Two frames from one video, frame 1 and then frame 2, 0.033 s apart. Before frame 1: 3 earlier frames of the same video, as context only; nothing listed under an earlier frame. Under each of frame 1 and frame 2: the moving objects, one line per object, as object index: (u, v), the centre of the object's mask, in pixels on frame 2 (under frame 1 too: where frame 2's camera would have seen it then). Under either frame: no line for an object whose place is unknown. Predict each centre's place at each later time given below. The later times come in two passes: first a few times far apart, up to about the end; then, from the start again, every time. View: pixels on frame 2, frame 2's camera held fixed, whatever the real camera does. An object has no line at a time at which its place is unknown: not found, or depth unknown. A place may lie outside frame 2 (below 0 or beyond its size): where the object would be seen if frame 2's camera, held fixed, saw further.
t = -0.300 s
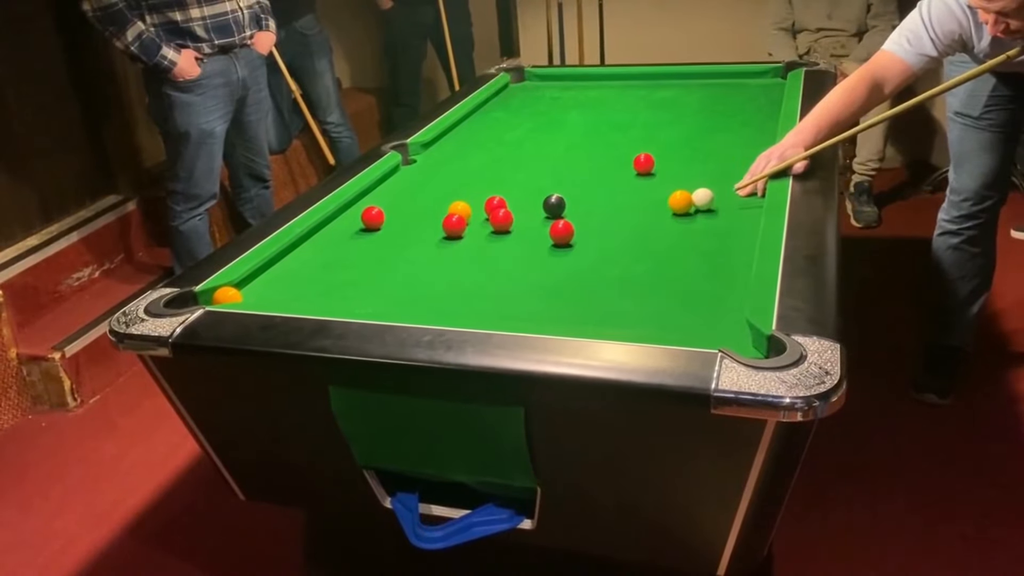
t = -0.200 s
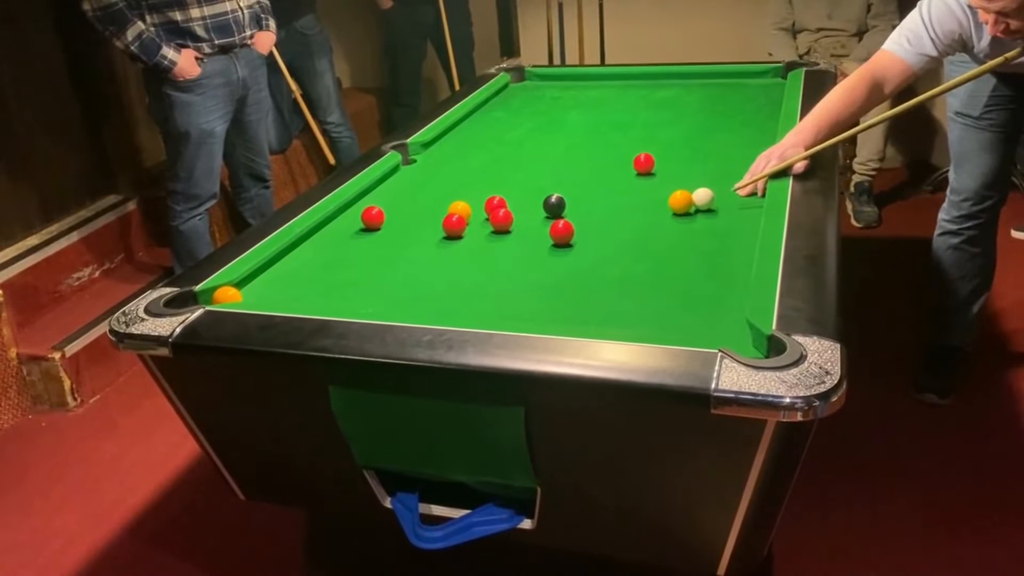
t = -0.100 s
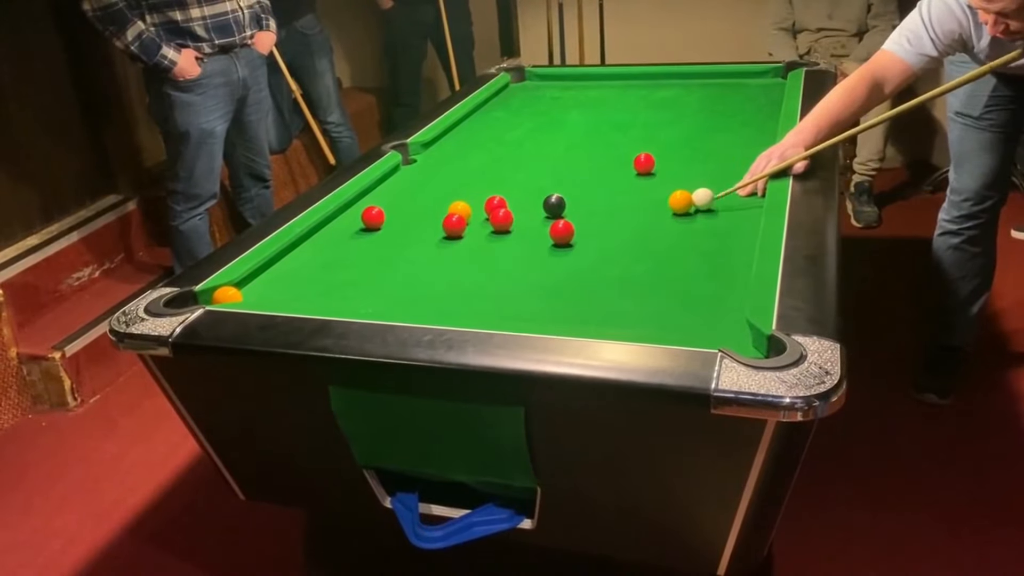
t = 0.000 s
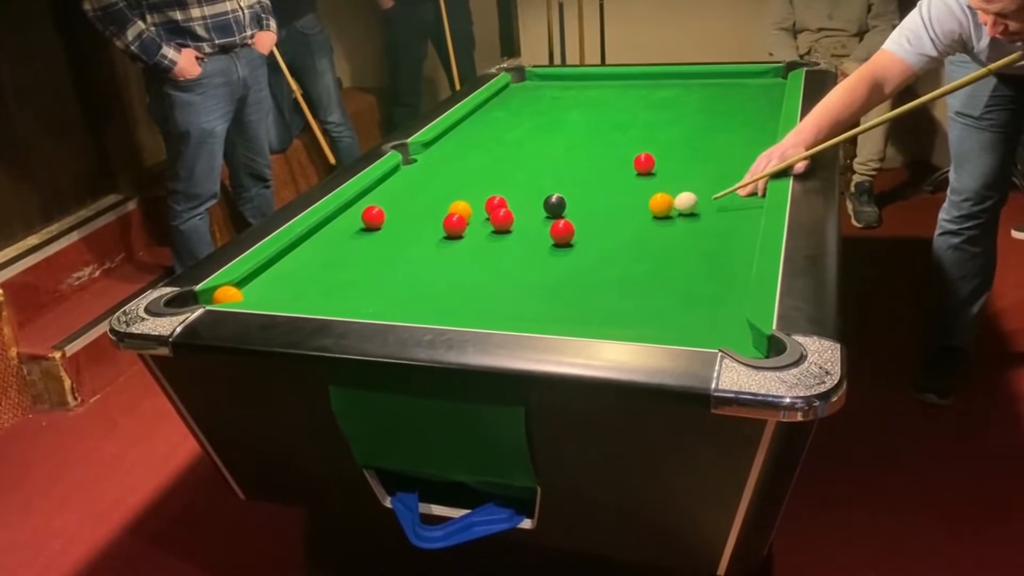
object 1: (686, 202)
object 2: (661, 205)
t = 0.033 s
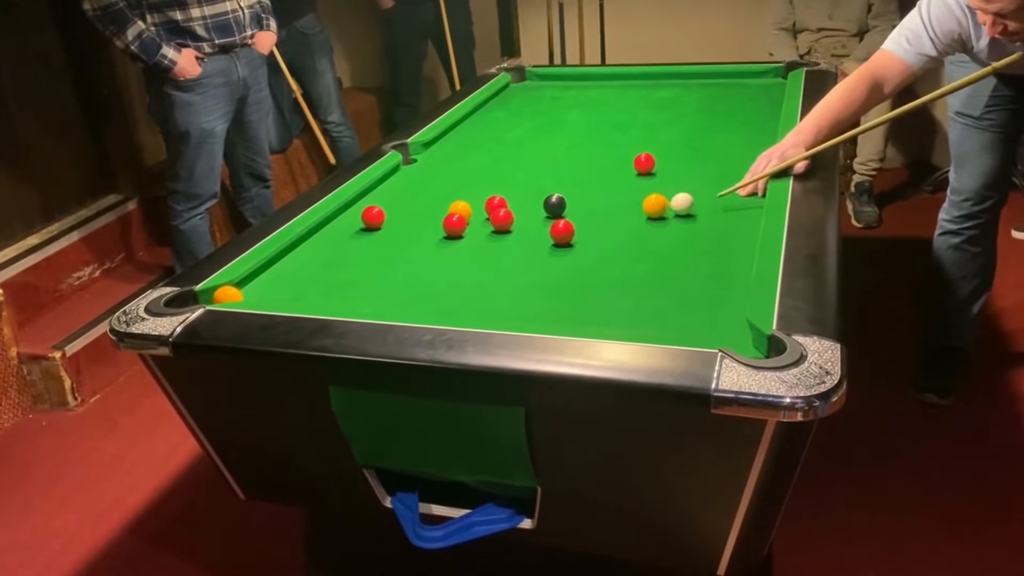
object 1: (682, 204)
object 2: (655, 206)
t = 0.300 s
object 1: (655, 211)
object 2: (608, 213)
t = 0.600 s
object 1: (627, 219)
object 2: (559, 216)
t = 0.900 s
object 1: (604, 225)
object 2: (515, 228)
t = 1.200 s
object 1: (587, 231)
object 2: (475, 234)
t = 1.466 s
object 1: (586, 233)
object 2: (443, 239)
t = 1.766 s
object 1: (586, 234)
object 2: (412, 244)
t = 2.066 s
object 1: (586, 234)
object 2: (387, 248)
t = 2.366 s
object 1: (586, 234)
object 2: (368, 251)
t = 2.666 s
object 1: (586, 234)
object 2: (354, 254)
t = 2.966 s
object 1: (586, 234)
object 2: (346, 255)
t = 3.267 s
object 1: (586, 234)
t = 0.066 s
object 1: (678, 205)
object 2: (649, 206)
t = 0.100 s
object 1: (675, 206)
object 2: (643, 207)
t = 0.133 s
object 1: (671, 207)
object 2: (637, 208)
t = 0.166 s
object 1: (668, 208)
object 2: (631, 209)
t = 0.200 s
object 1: (665, 208)
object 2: (625, 210)
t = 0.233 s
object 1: (661, 209)
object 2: (620, 211)
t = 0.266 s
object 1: (658, 210)
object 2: (614, 212)
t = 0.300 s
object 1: (655, 211)
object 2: (608, 213)
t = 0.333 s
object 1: (651, 212)
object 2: (603, 214)
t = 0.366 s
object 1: (648, 213)
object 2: (597, 214)
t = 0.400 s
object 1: (645, 214)
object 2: (591, 215)
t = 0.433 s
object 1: (642, 215)
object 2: (586, 216)
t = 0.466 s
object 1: (639, 216)
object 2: (581, 217)
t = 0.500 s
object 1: (636, 216)
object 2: (576, 217)
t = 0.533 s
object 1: (633, 217)
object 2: (572, 216)
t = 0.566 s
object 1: (630, 218)
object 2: (566, 215)
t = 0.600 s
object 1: (627, 219)
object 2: (559, 216)
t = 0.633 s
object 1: (624, 220)
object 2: (553, 218)
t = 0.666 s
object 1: (622, 220)
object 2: (547, 220)
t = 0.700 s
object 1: (619, 221)
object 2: (543, 222)
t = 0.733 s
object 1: (616, 222)
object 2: (539, 224)
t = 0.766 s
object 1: (614, 223)
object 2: (535, 225)
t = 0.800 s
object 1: (611, 223)
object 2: (530, 225)
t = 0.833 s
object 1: (609, 224)
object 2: (525, 226)
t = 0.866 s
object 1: (606, 225)
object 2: (520, 227)
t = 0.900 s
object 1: (604, 225)
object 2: (515, 228)
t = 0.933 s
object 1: (602, 226)
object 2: (511, 229)
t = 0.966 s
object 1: (599, 227)
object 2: (506, 229)
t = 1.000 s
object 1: (597, 228)
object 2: (502, 230)
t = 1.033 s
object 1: (595, 228)
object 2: (497, 231)
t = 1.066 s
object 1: (593, 229)
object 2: (493, 232)
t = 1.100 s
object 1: (591, 230)
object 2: (489, 232)
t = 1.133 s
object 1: (589, 230)
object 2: (484, 233)
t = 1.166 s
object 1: (587, 231)
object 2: (480, 234)
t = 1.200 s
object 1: (587, 231)
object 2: (475, 234)
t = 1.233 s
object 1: (586, 231)
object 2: (471, 235)
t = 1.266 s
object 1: (586, 232)
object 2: (467, 235)
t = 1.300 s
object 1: (586, 232)
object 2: (463, 236)
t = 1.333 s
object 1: (586, 232)
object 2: (459, 236)
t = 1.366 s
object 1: (586, 233)
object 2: (455, 237)
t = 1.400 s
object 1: (586, 233)
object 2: (451, 238)
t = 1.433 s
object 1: (586, 233)
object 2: (447, 238)
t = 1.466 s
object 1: (586, 233)
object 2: (443, 239)
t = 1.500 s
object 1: (586, 233)
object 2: (440, 240)
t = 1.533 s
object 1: (586, 233)
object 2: (436, 240)
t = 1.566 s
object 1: (585, 233)
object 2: (433, 240)
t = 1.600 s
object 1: (586, 234)
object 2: (429, 241)
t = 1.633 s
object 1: (586, 234)
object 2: (425, 242)
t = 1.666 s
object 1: (586, 234)
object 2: (422, 242)
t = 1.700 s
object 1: (586, 234)
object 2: (419, 243)
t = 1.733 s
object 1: (586, 234)
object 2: (416, 243)
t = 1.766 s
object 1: (586, 234)
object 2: (412, 244)
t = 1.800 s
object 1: (586, 234)
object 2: (409, 244)
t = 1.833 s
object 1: (586, 234)
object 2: (406, 245)
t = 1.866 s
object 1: (586, 234)
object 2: (403, 245)
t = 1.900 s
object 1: (586, 234)
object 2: (400, 246)
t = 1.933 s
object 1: (586, 234)
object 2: (398, 246)
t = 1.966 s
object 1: (586, 234)
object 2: (395, 247)
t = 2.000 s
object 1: (586, 234)
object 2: (392, 247)
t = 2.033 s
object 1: (586, 234)
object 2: (390, 248)
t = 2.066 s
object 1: (586, 234)
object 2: (387, 248)
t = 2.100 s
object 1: (586, 234)
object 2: (385, 248)
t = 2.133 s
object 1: (586, 234)
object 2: (382, 249)
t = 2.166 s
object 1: (586, 234)
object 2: (380, 249)
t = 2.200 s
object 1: (586, 234)
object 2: (378, 249)
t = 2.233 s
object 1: (586, 234)
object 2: (376, 250)
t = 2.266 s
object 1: (586, 234)
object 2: (374, 250)
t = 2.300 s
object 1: (586, 234)
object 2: (372, 251)
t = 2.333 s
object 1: (586, 234)
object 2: (370, 251)
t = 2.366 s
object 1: (586, 234)
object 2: (368, 251)
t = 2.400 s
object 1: (586, 234)
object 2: (366, 251)
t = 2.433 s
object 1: (586, 234)
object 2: (364, 252)
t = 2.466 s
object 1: (586, 234)
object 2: (363, 252)
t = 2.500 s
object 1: (586, 234)
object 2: (361, 252)
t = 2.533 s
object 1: (587, 234)
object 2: (359, 252)
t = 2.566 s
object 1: (586, 234)
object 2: (358, 253)
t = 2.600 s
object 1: (586, 234)
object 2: (357, 253)
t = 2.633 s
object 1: (586, 234)
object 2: (355, 253)
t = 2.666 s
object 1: (586, 234)
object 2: (354, 254)
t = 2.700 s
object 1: (586, 234)
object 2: (353, 254)
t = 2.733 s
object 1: (586, 234)
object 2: (352, 254)
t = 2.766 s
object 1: (586, 234)
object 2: (351, 254)
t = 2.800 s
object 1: (586, 234)
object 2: (350, 254)
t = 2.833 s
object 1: (586, 234)
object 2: (349, 254)
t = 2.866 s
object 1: (586, 234)
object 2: (348, 254)
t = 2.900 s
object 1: (586, 234)
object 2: (347, 255)
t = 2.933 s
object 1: (586, 234)
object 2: (347, 255)
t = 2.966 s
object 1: (586, 234)
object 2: (346, 255)
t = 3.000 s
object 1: (586, 234)
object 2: (345, 255)
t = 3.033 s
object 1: (586, 233)
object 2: (345, 255)
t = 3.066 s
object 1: (586, 234)
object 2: (345, 255)
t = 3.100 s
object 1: (586, 234)
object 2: (344, 255)
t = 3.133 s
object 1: (586, 234)
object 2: (344, 255)
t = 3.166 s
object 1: (586, 234)
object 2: (344, 255)
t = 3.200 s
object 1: (586, 234)
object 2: (344, 255)
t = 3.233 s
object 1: (586, 234)
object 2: (344, 255)
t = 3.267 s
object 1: (586, 234)
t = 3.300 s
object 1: (586, 234)
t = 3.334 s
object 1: (586, 234)
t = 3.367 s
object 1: (586, 234)
